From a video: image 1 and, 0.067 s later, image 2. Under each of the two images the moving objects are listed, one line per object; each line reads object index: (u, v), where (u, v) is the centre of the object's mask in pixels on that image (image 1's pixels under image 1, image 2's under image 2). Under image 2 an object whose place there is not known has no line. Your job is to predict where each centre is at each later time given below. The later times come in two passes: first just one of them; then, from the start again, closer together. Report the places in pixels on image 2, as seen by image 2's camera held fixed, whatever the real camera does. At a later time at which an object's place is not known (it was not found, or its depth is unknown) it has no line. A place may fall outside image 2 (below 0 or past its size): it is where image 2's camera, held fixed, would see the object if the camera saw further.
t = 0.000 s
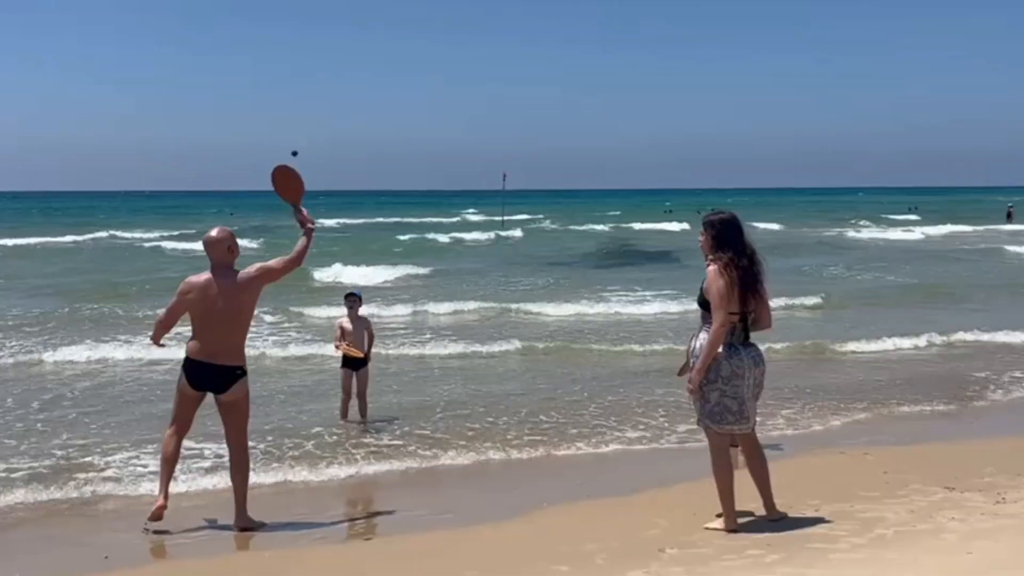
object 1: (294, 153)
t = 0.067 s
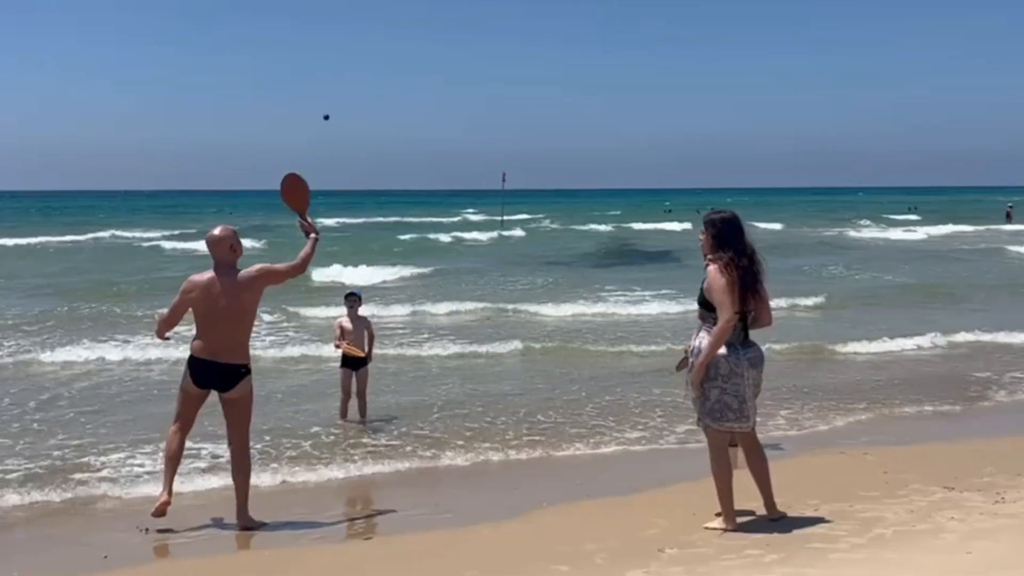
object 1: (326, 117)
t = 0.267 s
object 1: (417, 55)
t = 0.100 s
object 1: (342, 102)
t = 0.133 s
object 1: (357, 89)
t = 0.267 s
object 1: (417, 55)
